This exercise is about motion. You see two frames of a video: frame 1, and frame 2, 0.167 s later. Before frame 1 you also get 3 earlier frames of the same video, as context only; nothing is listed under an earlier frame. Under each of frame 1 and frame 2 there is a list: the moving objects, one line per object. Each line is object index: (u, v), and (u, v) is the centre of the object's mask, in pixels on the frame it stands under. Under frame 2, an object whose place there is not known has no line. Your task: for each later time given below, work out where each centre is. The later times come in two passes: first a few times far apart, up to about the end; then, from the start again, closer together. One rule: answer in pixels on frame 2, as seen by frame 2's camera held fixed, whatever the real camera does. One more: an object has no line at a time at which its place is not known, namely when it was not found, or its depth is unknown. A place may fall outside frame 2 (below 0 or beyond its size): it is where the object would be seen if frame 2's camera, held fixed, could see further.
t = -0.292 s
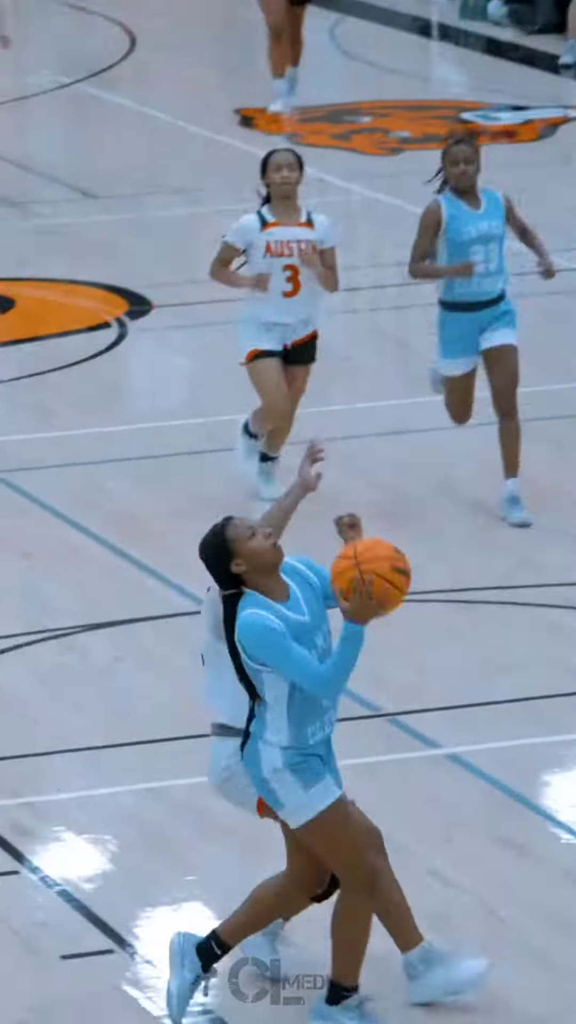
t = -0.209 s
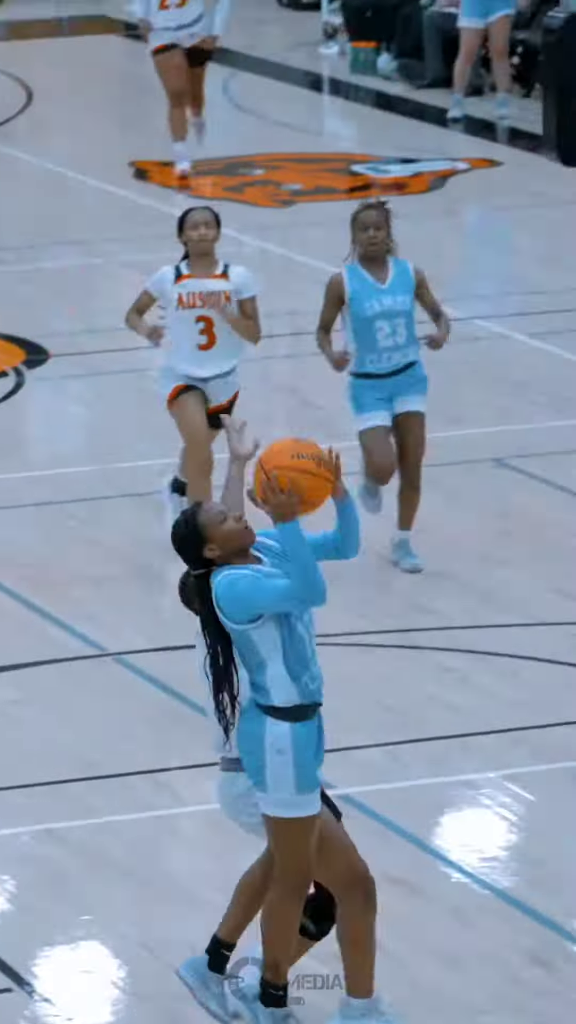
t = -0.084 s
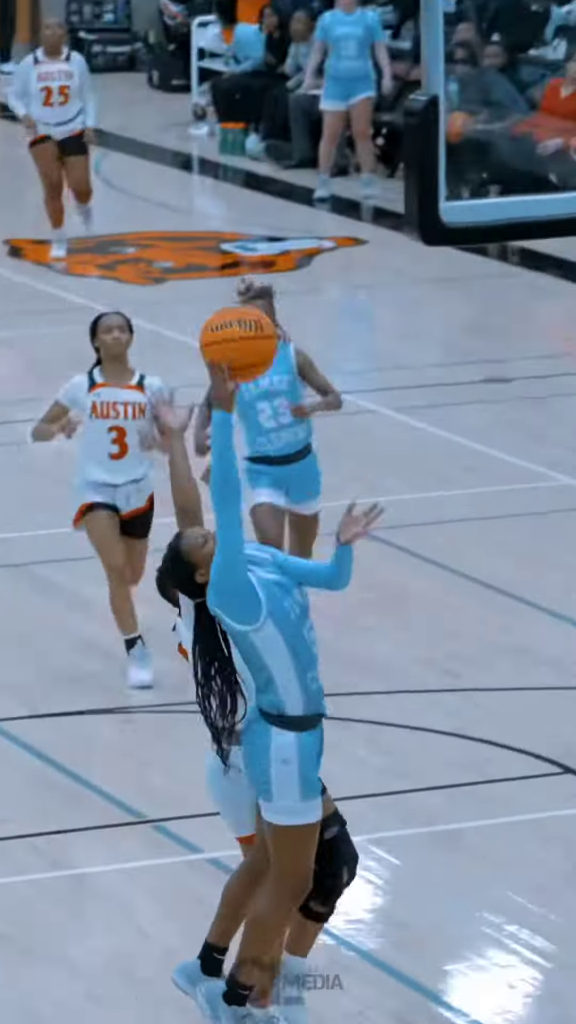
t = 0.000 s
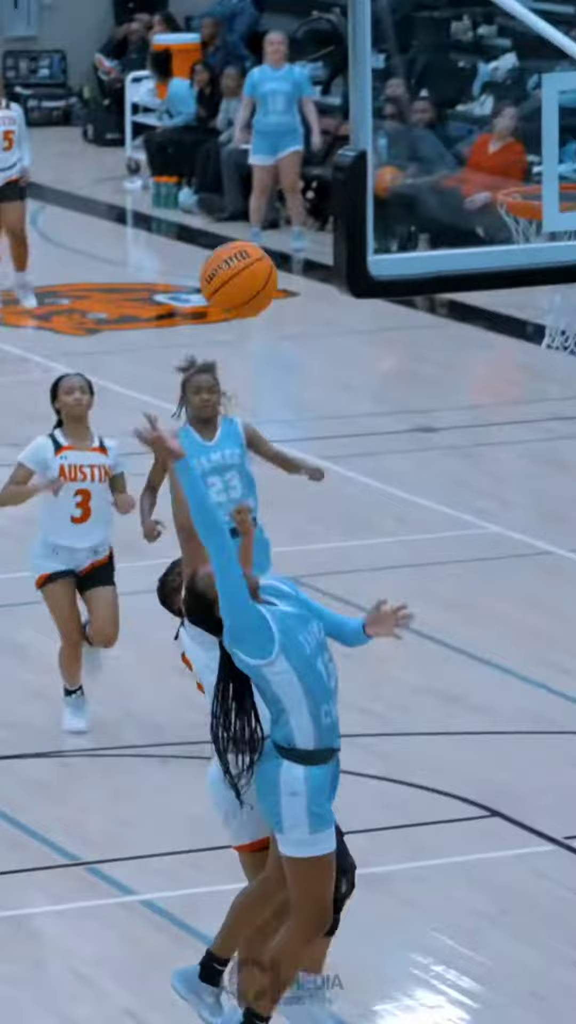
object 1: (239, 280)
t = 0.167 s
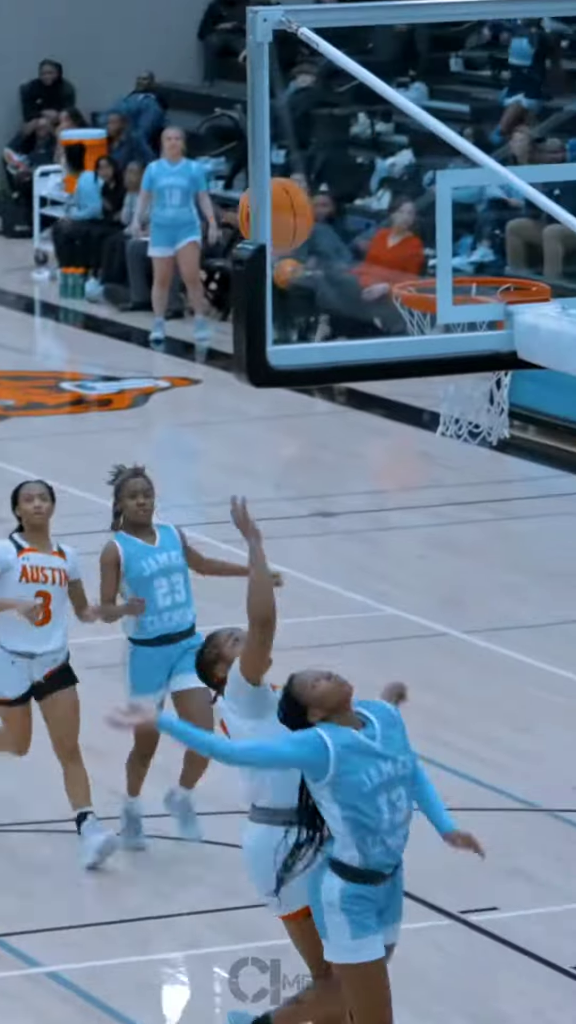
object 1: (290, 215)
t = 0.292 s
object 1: (376, 159)
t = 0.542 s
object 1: (485, 209)
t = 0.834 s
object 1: (421, 387)
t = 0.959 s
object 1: (406, 393)
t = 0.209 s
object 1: (309, 191)
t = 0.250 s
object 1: (343, 173)
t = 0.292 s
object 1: (376, 159)
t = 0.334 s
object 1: (408, 153)
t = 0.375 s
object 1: (437, 147)
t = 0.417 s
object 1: (447, 147)
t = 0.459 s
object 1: (458, 157)
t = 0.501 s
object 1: (470, 187)
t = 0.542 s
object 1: (485, 209)
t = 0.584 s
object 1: (492, 221)
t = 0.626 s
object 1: (502, 252)
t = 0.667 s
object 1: (509, 278)
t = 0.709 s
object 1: (485, 289)
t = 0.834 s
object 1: (421, 387)
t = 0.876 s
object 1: (413, 388)
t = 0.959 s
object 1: (406, 393)
